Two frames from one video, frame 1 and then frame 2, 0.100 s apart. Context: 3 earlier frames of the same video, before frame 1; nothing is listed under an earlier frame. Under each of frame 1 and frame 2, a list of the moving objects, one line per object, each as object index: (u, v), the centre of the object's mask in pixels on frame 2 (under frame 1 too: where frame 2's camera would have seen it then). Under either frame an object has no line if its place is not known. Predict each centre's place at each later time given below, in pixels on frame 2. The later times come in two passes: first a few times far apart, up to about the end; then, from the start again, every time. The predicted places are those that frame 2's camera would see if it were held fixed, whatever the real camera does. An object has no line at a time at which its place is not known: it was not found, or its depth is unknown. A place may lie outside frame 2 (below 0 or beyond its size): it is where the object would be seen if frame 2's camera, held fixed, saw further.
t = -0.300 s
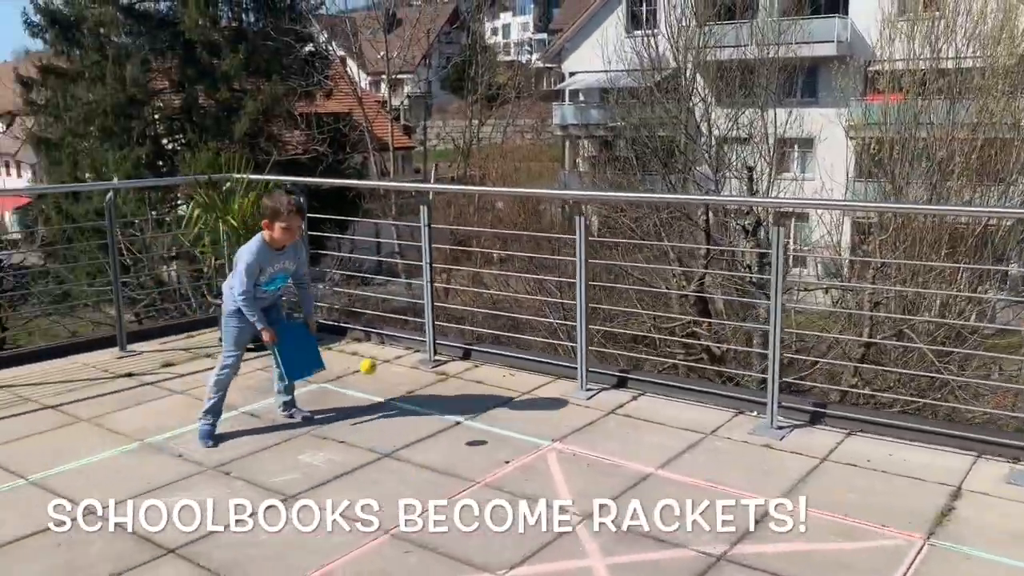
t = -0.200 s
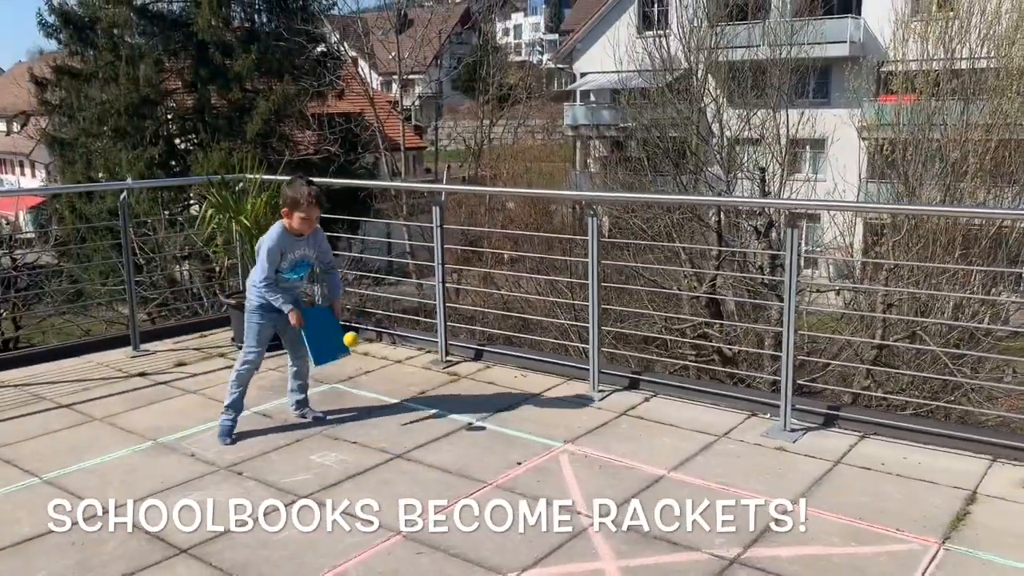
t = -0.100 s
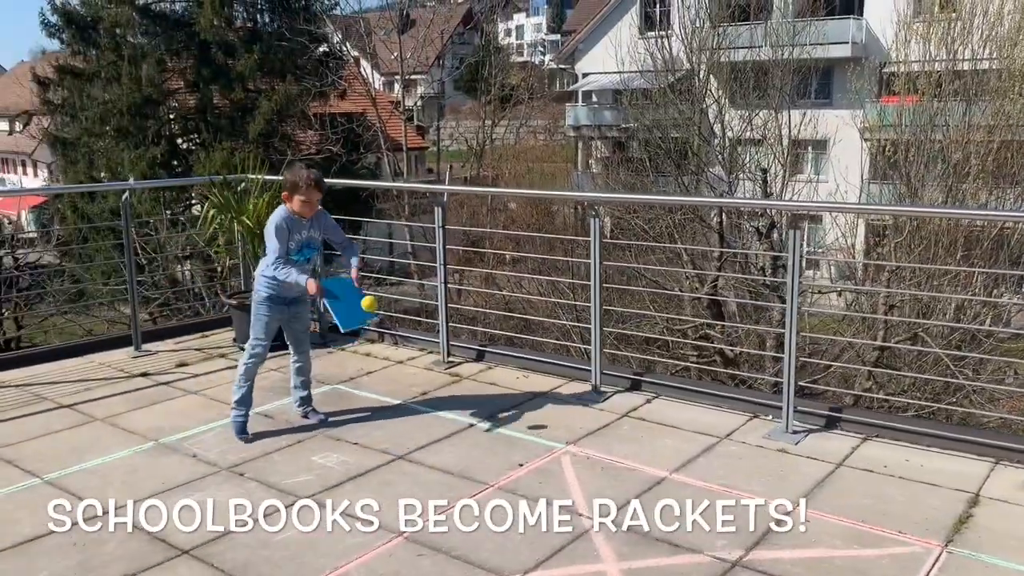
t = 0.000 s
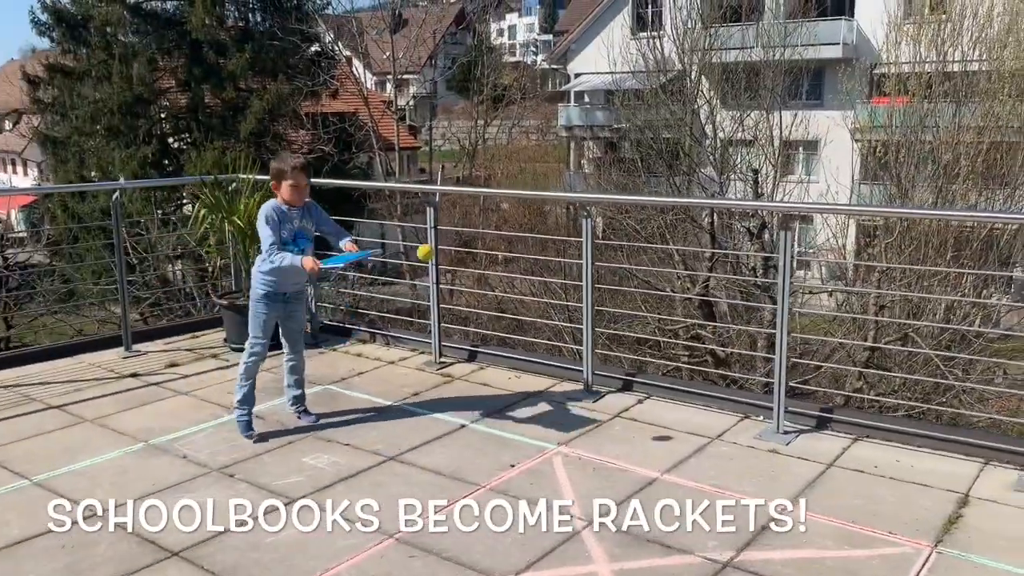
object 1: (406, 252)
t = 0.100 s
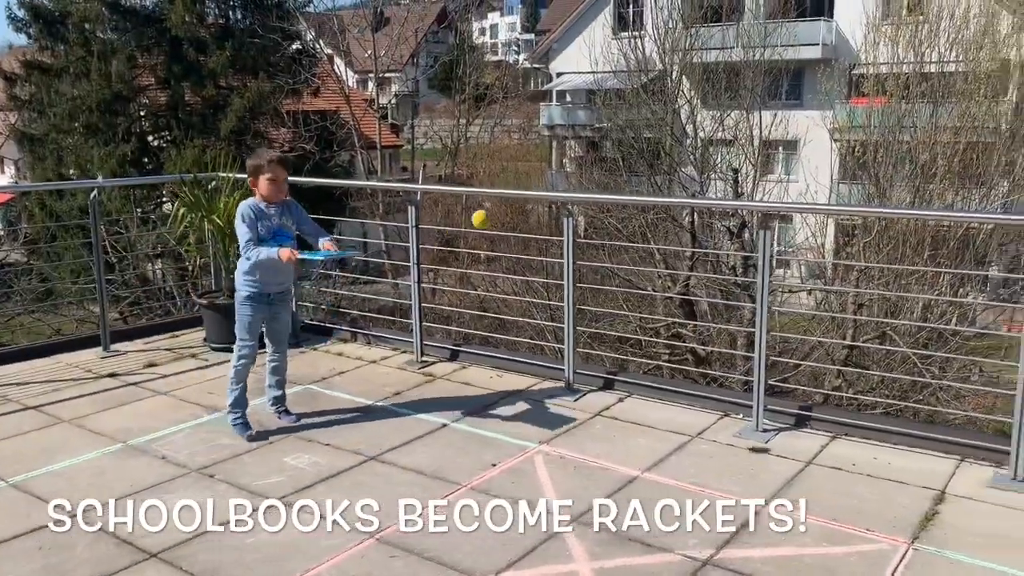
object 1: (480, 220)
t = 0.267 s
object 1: (626, 220)
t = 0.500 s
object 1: (872, 380)
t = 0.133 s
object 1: (507, 213)
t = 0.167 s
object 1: (535, 209)
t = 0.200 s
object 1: (564, 210)
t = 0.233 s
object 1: (594, 213)
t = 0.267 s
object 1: (626, 220)
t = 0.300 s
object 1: (657, 229)
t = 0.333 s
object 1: (691, 244)
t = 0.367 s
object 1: (725, 263)
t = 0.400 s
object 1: (761, 284)
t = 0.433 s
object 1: (796, 312)
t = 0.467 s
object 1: (834, 344)
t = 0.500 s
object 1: (872, 380)
